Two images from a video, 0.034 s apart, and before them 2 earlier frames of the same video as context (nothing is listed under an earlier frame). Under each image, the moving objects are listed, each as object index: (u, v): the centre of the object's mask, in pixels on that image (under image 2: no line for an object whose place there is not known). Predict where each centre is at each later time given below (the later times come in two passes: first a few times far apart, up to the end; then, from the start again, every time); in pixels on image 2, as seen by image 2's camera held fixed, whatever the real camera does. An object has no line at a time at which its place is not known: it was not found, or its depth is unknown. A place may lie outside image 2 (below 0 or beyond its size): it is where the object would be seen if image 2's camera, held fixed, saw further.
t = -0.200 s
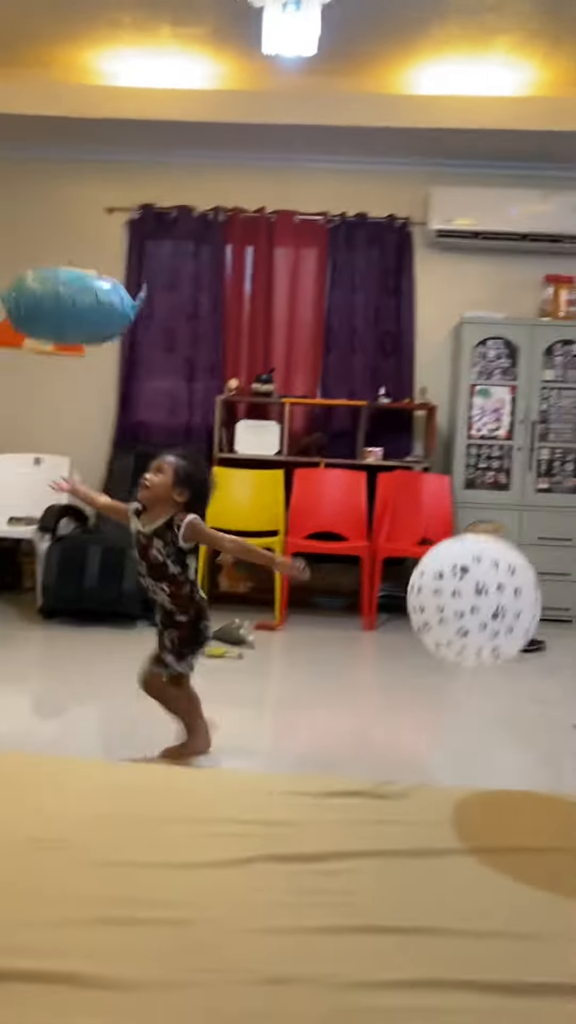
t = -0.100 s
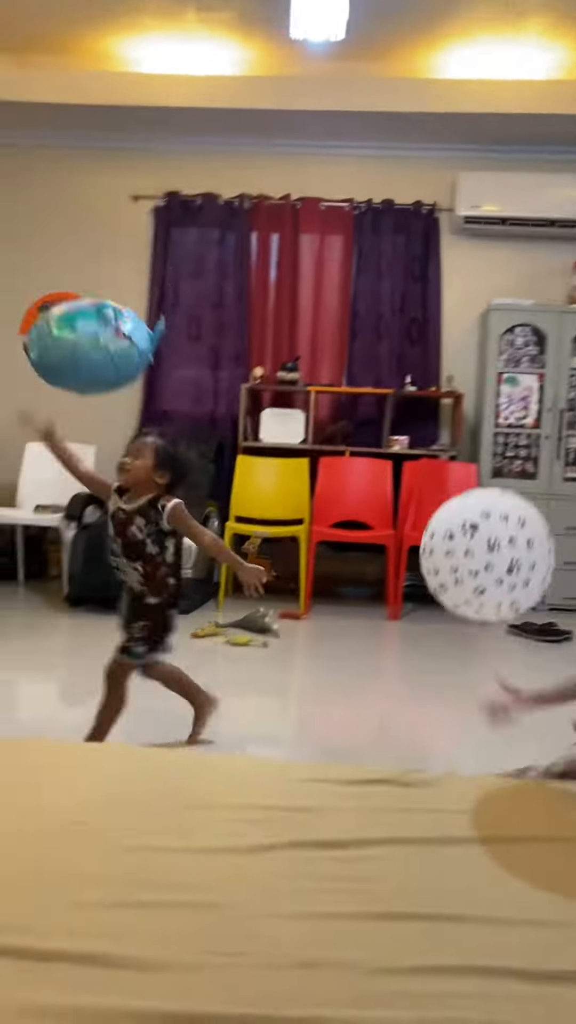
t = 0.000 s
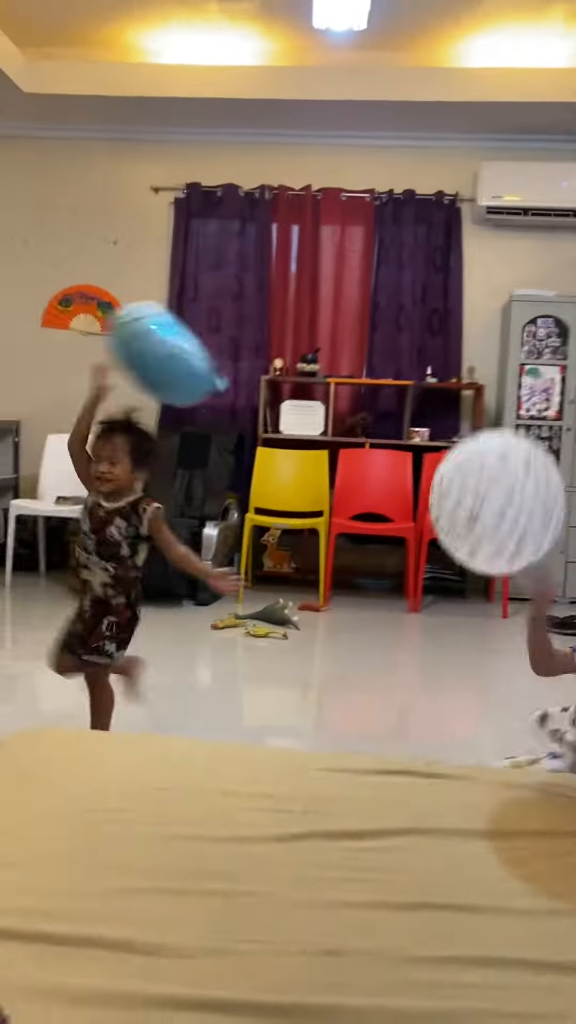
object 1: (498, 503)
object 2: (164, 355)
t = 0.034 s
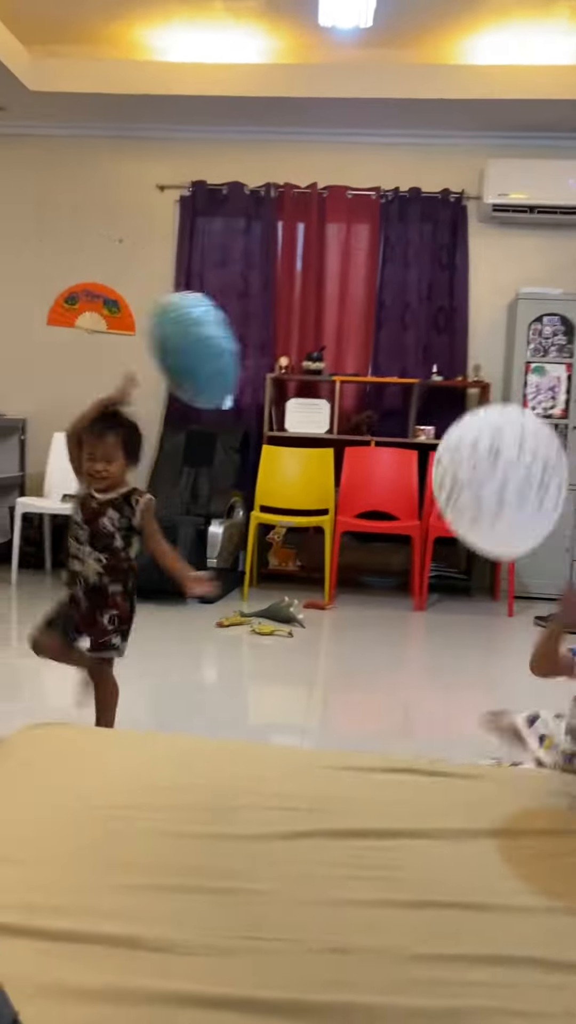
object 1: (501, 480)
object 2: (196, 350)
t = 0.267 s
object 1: (485, 359)
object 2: (349, 356)
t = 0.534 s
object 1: (472, 281)
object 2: (480, 433)
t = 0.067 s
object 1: (497, 458)
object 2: (220, 349)
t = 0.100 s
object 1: (495, 439)
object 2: (242, 348)
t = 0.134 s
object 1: (493, 420)
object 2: (264, 347)
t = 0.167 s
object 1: (491, 403)
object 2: (286, 347)
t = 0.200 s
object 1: (488, 386)
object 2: (307, 349)
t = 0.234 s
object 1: (487, 372)
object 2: (328, 351)
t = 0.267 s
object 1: (485, 359)
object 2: (349, 356)
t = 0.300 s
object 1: (484, 346)
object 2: (367, 361)
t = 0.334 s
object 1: (482, 331)
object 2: (384, 369)
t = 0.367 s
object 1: (480, 318)
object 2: (401, 379)
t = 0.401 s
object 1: (479, 307)
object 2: (419, 388)
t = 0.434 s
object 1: (476, 301)
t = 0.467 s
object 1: (475, 294)
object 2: (452, 408)
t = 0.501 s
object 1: (473, 287)
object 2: (467, 419)
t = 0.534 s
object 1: (472, 281)
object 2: (480, 433)
